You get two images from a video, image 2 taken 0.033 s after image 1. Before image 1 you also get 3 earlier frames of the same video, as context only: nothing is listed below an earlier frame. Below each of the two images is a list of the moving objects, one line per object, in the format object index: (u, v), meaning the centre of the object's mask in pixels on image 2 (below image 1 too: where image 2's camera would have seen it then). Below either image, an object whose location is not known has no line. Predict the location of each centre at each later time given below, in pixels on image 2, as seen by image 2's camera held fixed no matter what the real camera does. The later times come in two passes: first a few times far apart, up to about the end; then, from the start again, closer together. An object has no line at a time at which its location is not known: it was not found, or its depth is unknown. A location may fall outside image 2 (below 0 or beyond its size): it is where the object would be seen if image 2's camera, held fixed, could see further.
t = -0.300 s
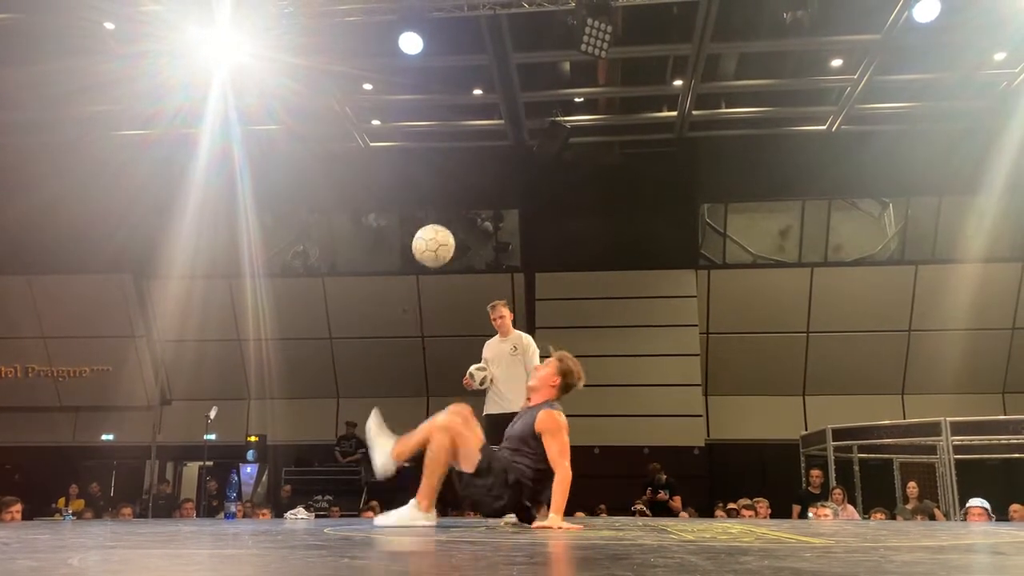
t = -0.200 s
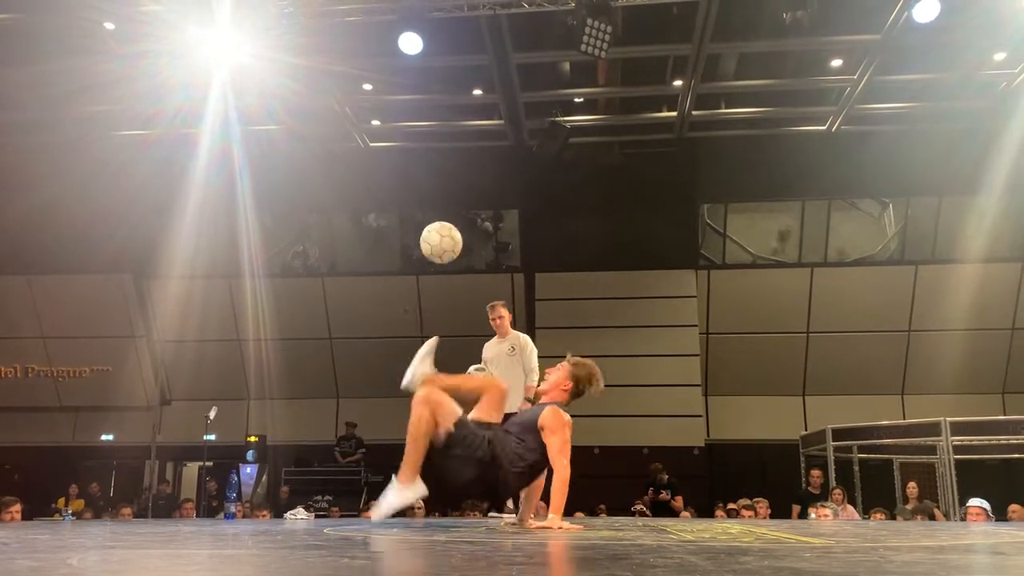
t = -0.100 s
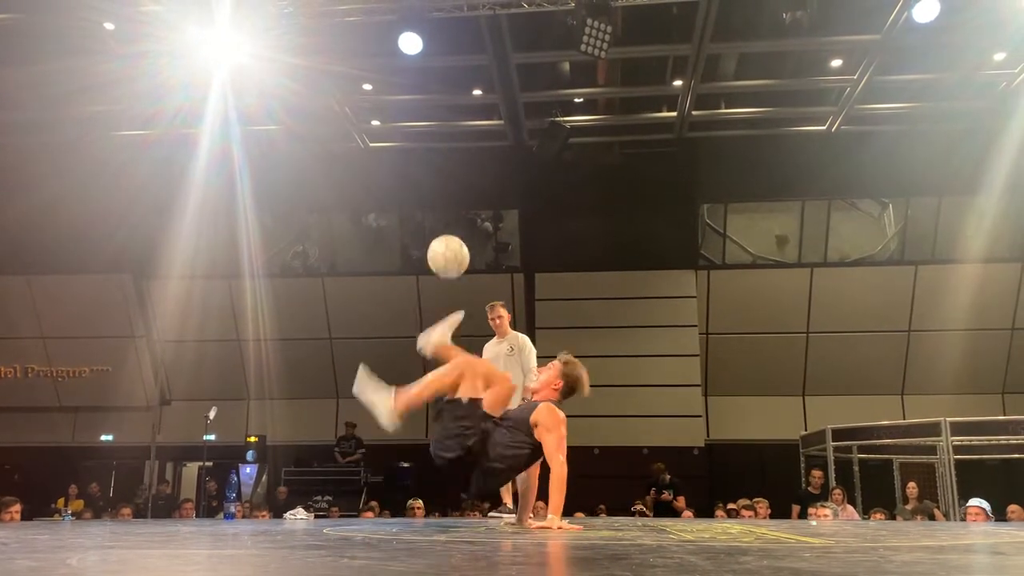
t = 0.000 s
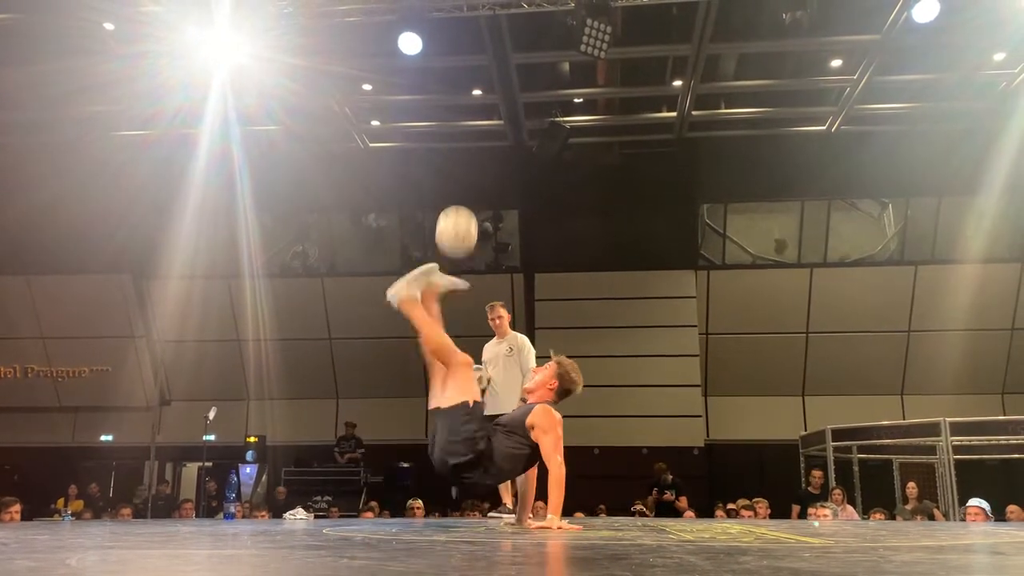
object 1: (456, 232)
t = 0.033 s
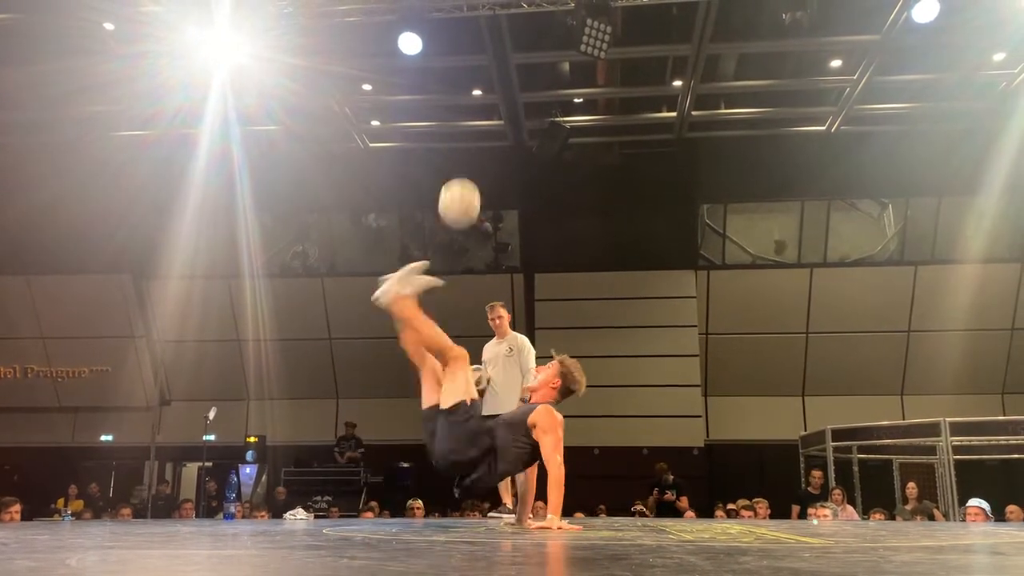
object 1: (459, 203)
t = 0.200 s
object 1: (472, 93)
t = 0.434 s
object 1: (487, 21)
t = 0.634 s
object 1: (498, 32)
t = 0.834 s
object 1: (507, 113)
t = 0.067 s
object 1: (462, 177)
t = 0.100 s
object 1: (465, 153)
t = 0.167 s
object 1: (469, 111)
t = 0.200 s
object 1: (472, 93)
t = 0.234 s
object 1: (474, 77)
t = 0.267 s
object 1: (477, 63)
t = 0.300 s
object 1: (479, 51)
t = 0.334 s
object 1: (481, 41)
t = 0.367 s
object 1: (483, 33)
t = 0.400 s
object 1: (485, 26)
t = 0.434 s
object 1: (487, 21)
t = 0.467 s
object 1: (489, 19)
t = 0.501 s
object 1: (491, 18)
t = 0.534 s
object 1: (493, 19)
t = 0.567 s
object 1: (494, 21)
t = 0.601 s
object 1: (496, 25)
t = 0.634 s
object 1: (498, 32)
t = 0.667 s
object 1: (500, 40)
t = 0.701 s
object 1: (501, 50)
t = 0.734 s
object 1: (503, 63)
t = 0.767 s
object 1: (504, 77)
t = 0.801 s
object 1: (506, 94)
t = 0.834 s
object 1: (507, 113)
